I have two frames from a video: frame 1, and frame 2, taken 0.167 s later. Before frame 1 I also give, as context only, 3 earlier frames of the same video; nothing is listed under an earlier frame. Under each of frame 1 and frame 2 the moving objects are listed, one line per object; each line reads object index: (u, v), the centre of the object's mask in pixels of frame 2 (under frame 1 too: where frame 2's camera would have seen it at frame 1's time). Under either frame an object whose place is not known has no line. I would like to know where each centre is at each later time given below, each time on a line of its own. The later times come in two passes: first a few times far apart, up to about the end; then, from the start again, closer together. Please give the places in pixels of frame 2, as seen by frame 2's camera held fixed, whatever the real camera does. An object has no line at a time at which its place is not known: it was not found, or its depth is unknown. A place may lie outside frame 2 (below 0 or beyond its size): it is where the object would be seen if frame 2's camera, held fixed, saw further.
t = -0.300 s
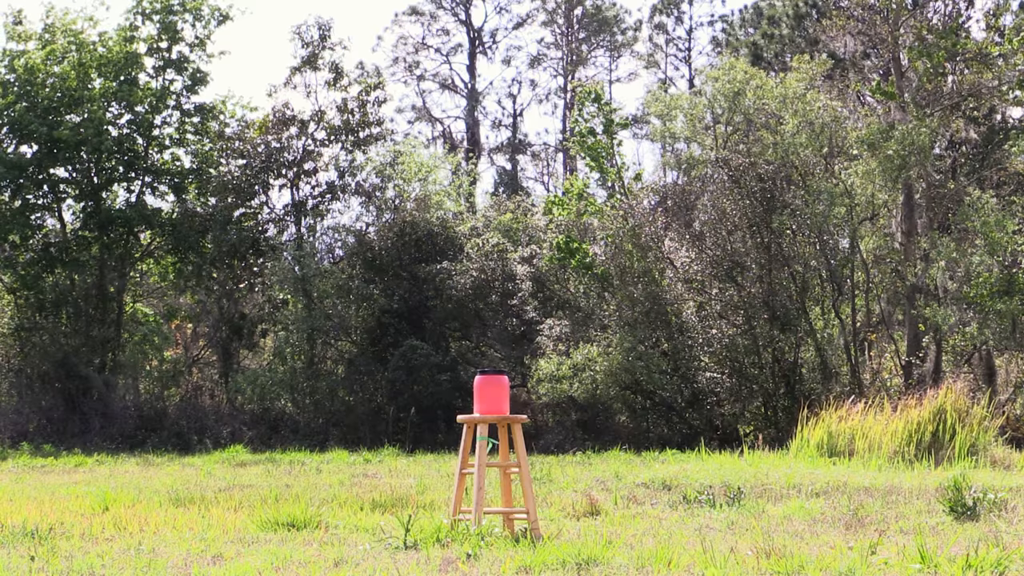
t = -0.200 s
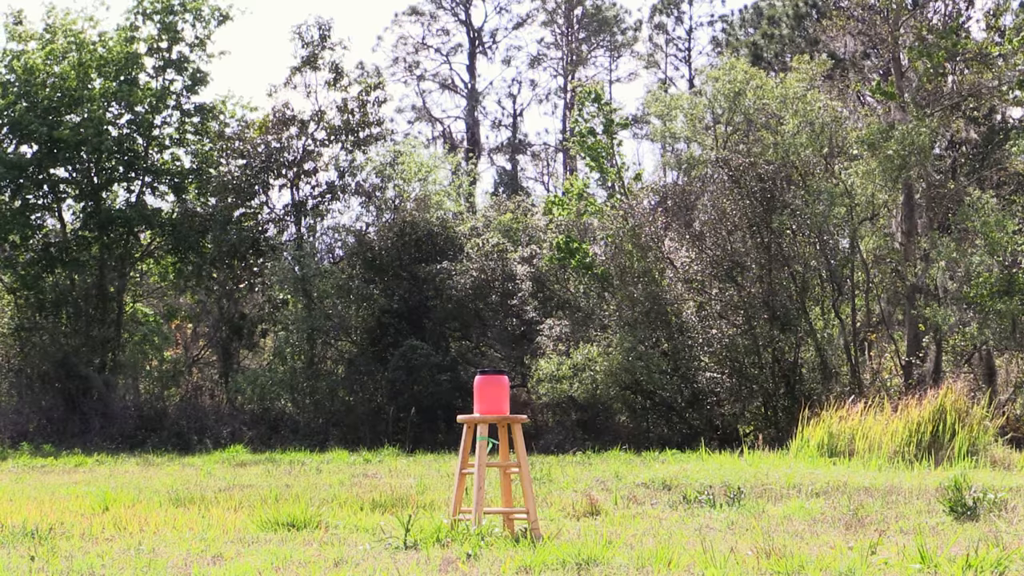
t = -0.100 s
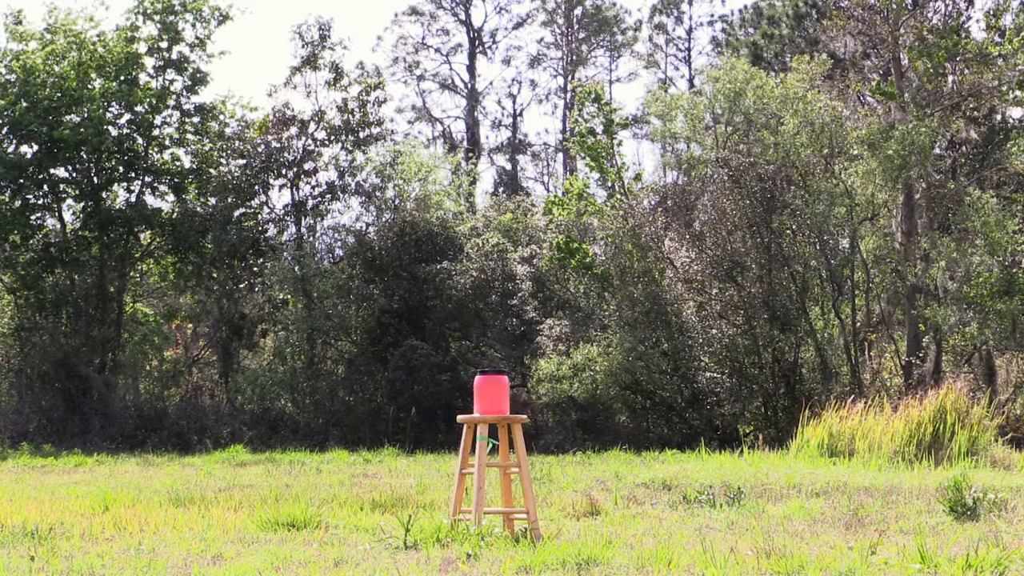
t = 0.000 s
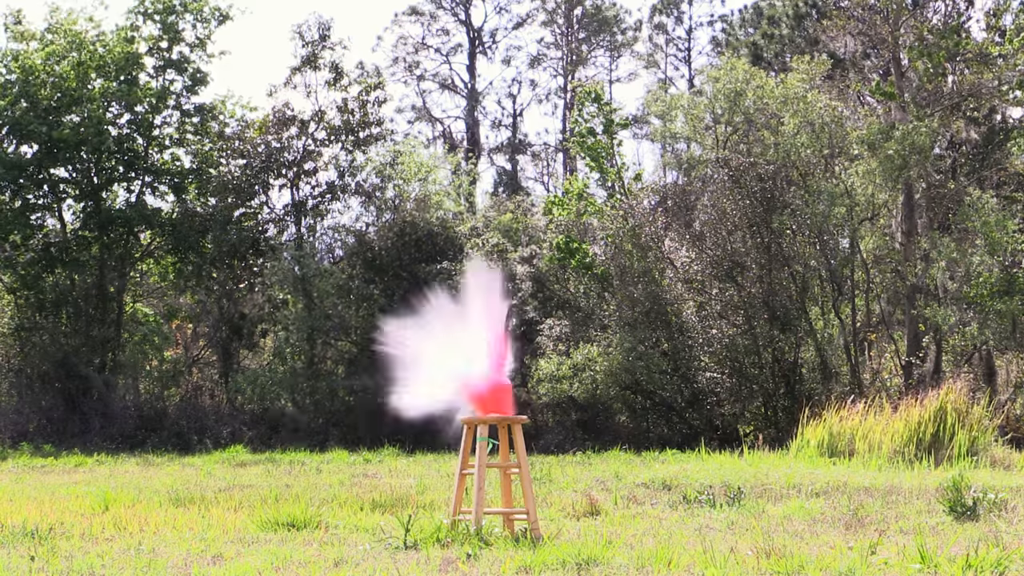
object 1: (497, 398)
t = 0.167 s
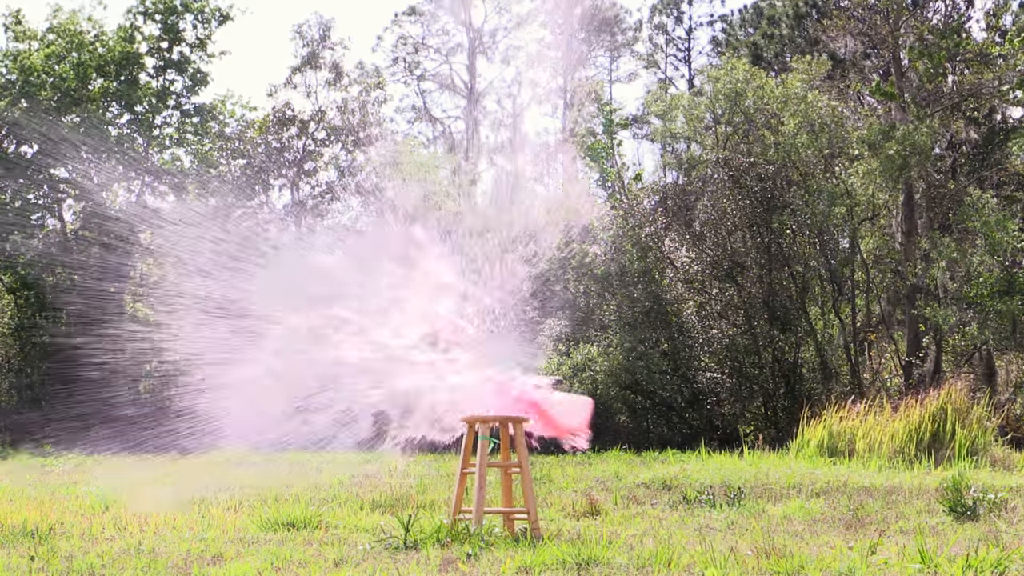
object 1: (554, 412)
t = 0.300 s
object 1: (625, 475)
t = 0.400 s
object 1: (661, 527)
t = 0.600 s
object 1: (702, 522)
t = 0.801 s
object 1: (725, 521)
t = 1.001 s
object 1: (730, 525)
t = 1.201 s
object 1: (730, 526)
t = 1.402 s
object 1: (729, 526)
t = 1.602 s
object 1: (729, 526)
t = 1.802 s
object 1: (729, 526)
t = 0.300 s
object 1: (625, 475)
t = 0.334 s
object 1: (636, 493)
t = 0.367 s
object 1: (650, 514)
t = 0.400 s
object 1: (661, 527)
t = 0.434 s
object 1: (668, 524)
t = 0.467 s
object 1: (675, 523)
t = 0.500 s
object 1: (681, 522)
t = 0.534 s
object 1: (688, 521)
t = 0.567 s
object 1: (695, 521)
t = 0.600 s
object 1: (702, 522)
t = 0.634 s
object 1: (708, 523)
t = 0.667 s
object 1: (712, 523)
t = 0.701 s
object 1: (716, 523)
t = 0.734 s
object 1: (719, 522)
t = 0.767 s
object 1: (722, 522)
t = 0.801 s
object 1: (725, 521)
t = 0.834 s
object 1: (727, 521)
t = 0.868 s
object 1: (728, 522)
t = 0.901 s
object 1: (730, 523)
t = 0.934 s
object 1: (730, 524)
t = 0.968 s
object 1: (730, 524)
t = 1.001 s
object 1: (730, 525)
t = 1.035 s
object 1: (730, 525)
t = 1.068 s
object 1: (730, 526)
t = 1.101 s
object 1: (730, 526)
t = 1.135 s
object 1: (730, 526)
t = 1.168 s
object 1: (730, 526)
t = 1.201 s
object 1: (730, 526)
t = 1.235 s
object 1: (730, 526)
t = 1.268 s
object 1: (730, 526)
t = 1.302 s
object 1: (729, 526)
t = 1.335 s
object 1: (729, 526)
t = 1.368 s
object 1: (729, 526)
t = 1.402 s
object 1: (729, 526)
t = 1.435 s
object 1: (729, 526)
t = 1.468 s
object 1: (729, 526)
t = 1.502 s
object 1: (729, 526)
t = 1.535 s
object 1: (729, 526)
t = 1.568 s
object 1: (729, 526)
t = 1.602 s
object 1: (729, 526)
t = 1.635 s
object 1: (729, 526)
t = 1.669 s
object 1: (729, 526)
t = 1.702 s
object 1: (729, 526)
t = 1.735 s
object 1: (729, 526)
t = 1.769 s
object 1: (729, 526)
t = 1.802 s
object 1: (729, 526)
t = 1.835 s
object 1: (729, 526)
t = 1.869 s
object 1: (729, 526)
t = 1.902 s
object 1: (729, 526)
